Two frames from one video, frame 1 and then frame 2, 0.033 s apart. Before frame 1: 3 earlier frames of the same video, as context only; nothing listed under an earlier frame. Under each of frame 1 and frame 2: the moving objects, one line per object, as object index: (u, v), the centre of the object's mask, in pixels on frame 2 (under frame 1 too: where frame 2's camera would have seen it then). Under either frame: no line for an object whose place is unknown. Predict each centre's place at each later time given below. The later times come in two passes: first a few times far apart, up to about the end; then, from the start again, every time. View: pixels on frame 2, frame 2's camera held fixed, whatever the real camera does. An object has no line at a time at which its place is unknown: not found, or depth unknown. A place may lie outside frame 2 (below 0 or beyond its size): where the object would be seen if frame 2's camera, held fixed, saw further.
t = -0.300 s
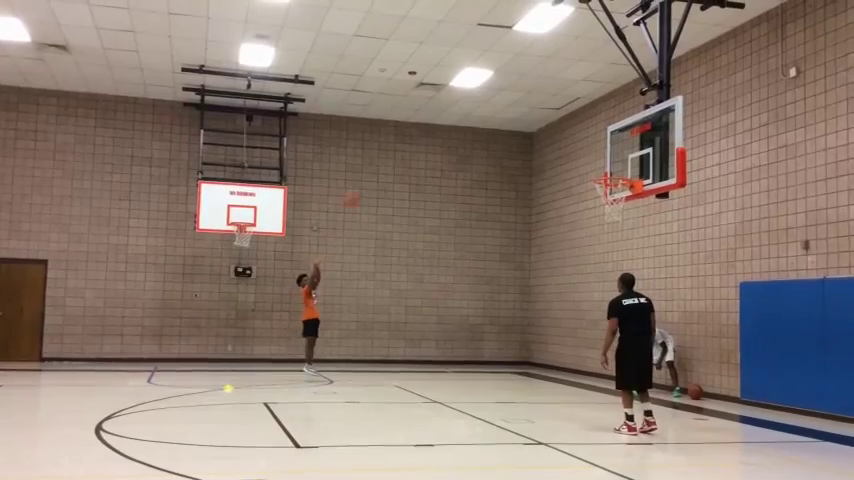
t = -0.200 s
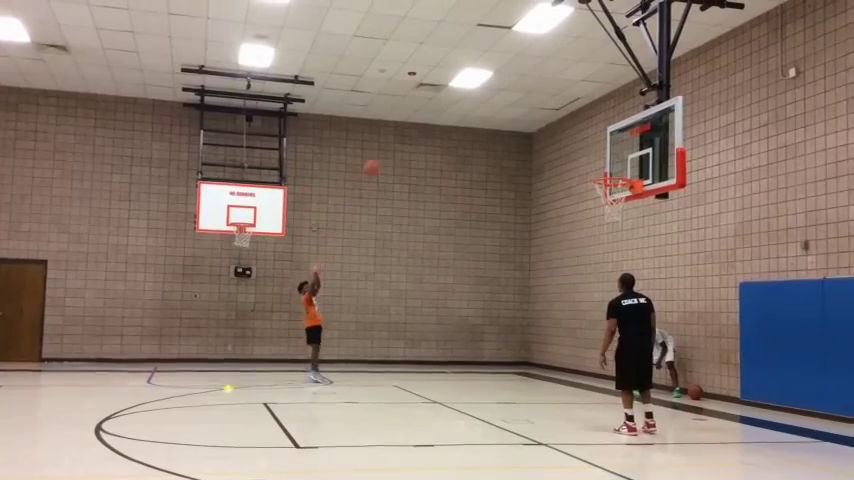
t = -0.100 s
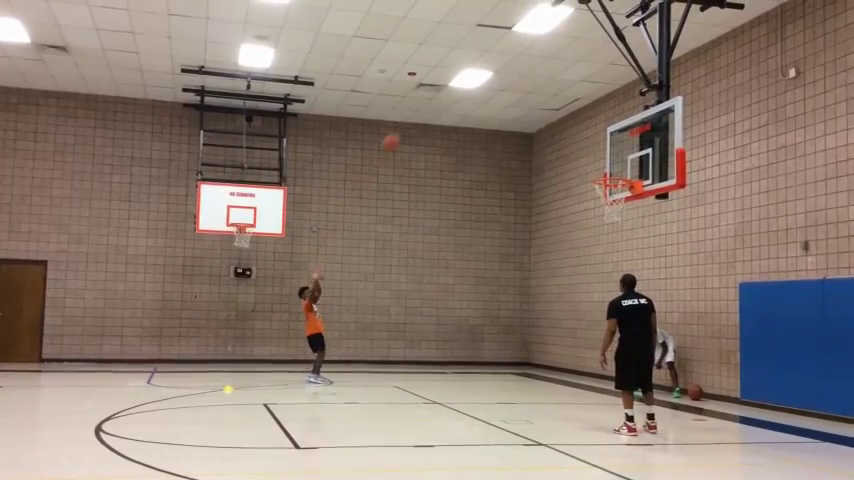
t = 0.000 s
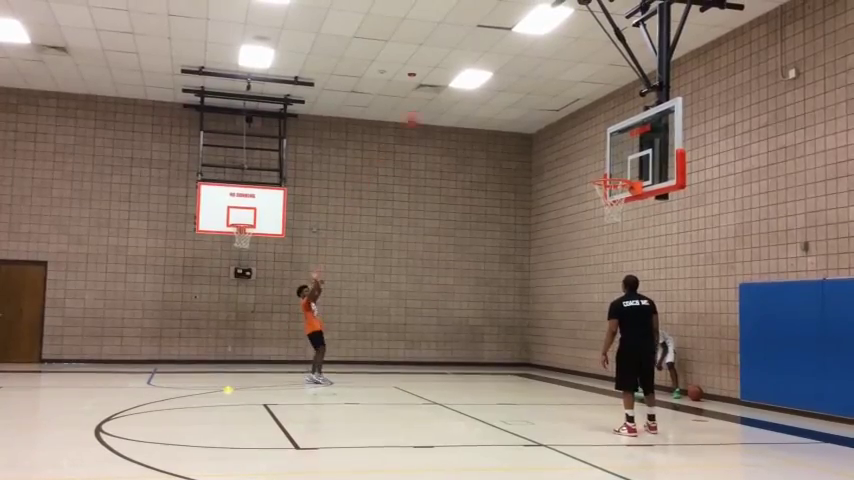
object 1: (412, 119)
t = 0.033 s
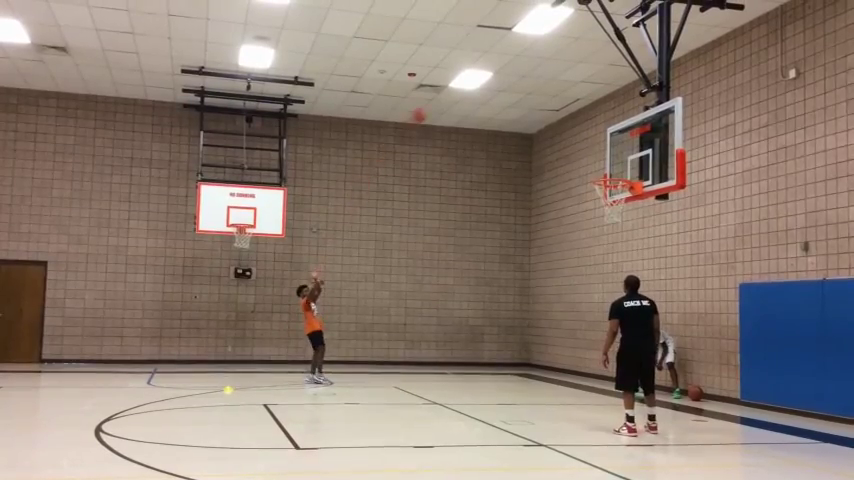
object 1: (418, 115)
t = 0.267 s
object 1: (470, 91)
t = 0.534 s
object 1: (533, 101)
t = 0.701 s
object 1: (578, 132)
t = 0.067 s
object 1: (425, 110)
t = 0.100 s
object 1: (432, 105)
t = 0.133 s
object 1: (439, 101)
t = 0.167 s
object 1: (446, 97)
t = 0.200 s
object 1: (454, 95)
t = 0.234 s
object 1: (462, 93)
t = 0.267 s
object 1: (470, 91)
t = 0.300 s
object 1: (479, 90)
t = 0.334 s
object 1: (486, 88)
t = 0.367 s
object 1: (493, 88)
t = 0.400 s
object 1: (501, 88)
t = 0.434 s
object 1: (509, 91)
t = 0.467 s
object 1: (517, 93)
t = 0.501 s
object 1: (525, 96)
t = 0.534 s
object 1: (533, 101)
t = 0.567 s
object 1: (541, 104)
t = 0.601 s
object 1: (550, 110)
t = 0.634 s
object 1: (560, 118)
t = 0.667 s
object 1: (569, 124)
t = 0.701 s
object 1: (578, 132)
